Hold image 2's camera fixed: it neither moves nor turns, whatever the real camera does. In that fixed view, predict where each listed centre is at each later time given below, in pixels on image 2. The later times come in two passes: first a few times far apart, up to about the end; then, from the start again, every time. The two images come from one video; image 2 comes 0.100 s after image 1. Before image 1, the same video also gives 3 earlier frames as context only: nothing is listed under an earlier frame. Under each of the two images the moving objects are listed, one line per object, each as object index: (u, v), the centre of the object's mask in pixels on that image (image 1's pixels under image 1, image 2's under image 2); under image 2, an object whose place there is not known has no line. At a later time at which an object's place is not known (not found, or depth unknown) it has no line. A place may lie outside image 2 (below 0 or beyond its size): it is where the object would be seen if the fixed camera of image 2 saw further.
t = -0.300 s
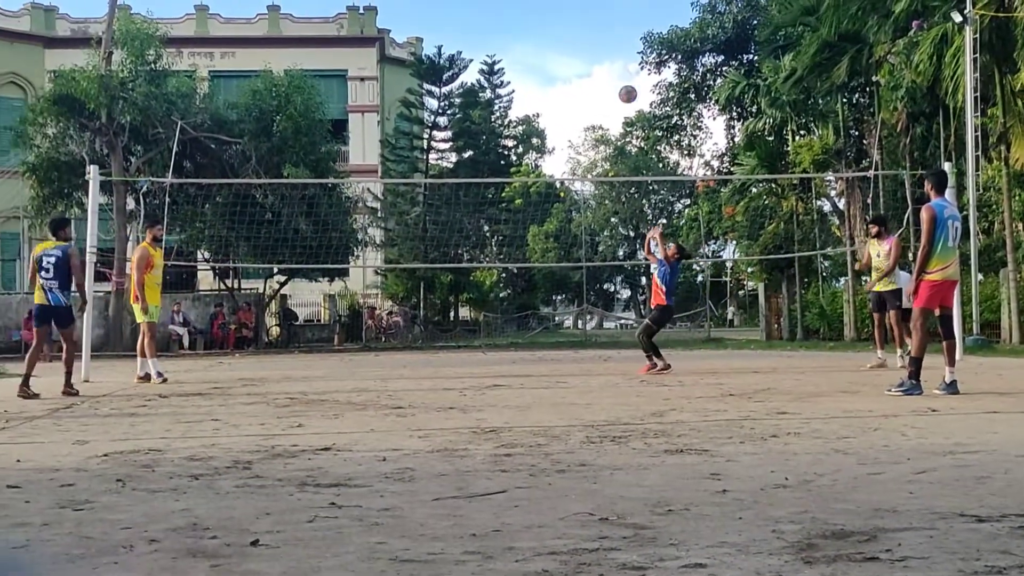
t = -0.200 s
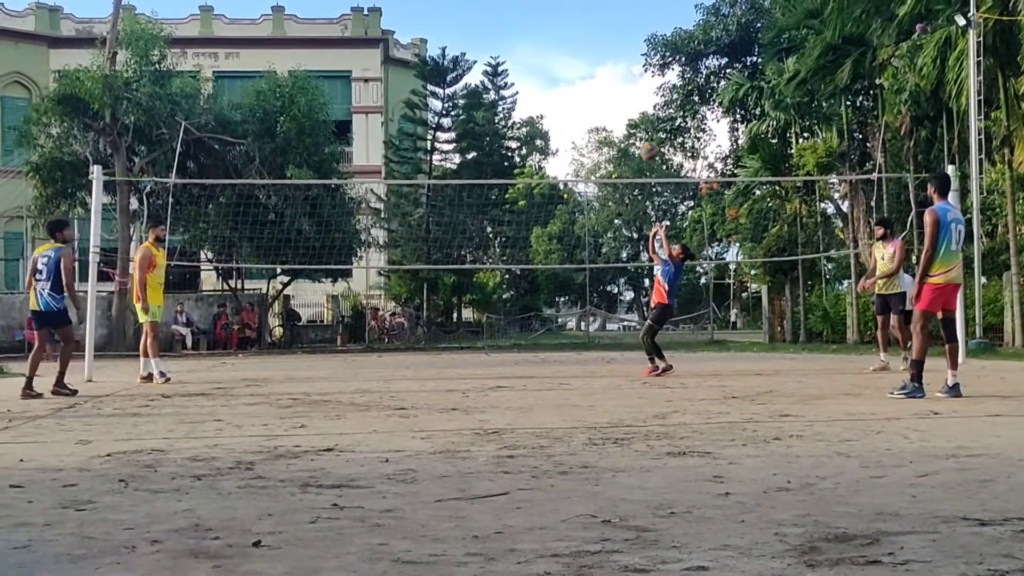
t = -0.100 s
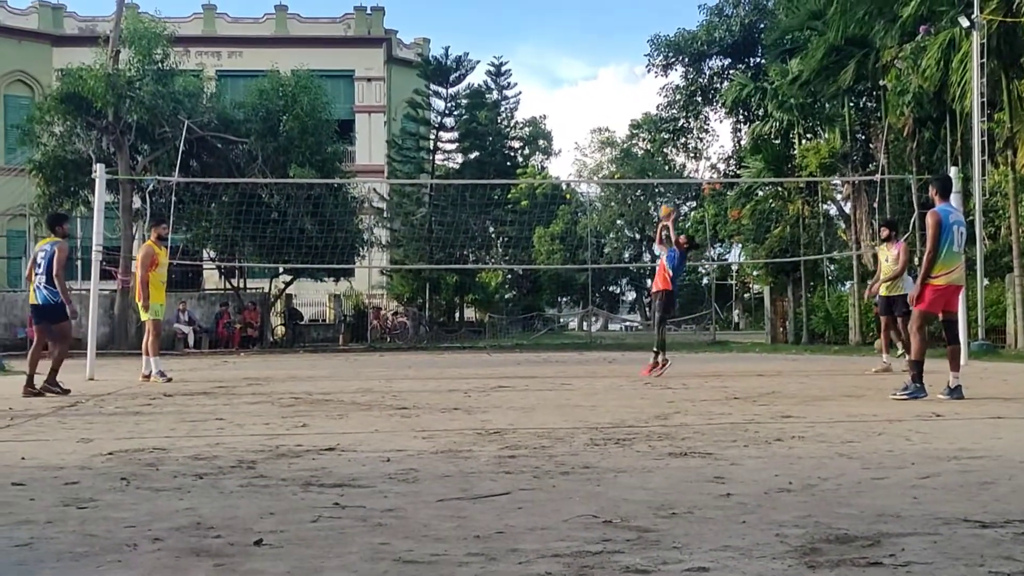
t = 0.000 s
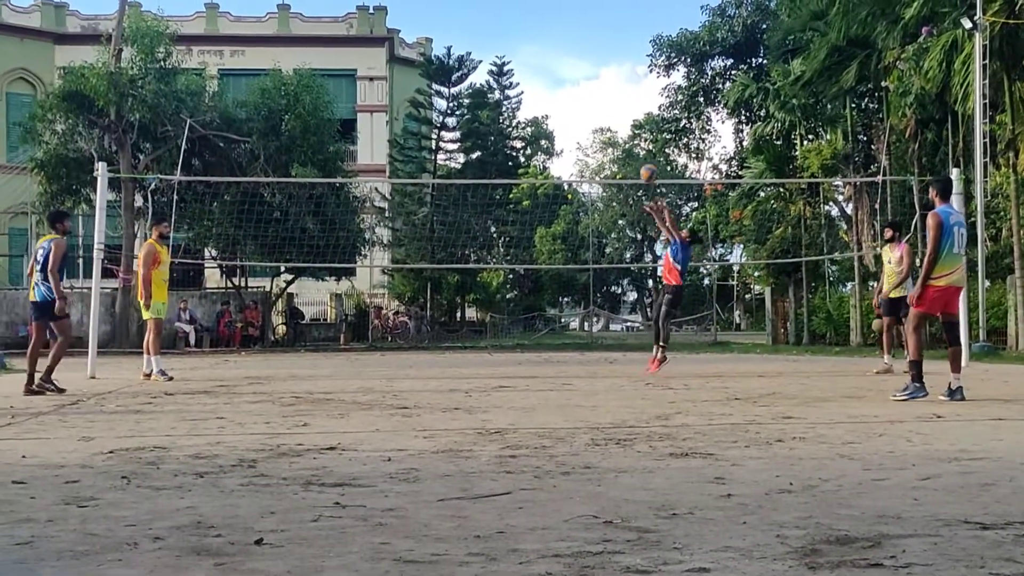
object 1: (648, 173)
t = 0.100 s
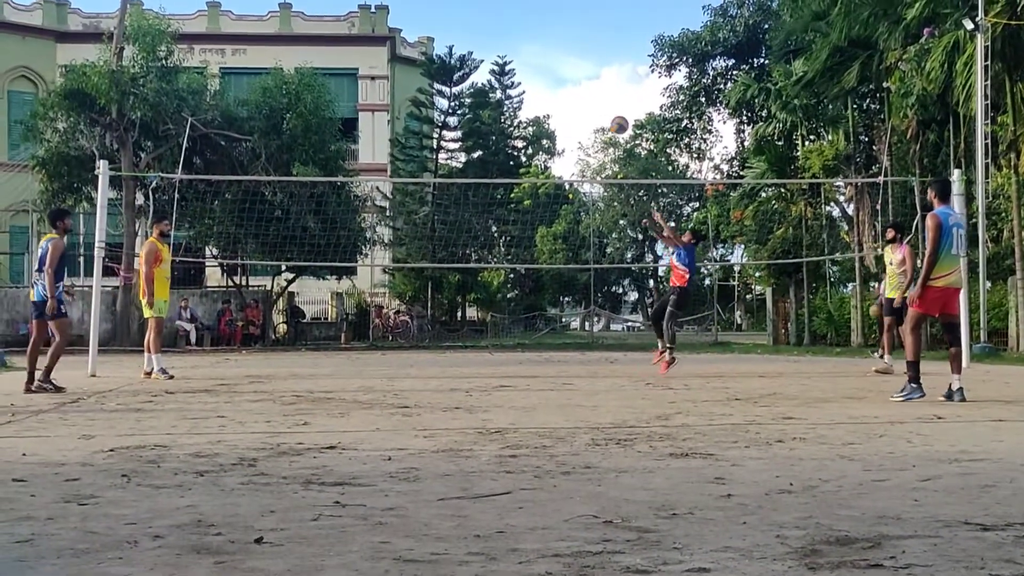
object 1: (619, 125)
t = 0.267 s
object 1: (568, 64)
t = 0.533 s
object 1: (488, 16)
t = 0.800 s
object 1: (409, 30)
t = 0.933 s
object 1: (371, 59)
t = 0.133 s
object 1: (609, 111)
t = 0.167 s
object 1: (599, 98)
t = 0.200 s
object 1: (588, 86)
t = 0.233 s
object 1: (578, 75)
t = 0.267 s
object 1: (568, 64)
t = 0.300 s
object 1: (558, 55)
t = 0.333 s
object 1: (547, 46)
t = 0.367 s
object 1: (538, 39)
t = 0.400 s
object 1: (528, 33)
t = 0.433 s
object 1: (518, 27)
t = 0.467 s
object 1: (508, 22)
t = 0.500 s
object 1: (498, 19)
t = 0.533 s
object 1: (488, 16)
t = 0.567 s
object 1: (478, 15)
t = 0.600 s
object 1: (468, 14)
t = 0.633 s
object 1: (459, 14)
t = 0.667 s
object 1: (449, 15)
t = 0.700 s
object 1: (439, 17)
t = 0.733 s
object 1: (429, 20)
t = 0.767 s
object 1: (420, 24)
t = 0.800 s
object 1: (409, 30)
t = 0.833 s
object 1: (400, 35)
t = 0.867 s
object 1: (391, 42)
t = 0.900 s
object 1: (381, 49)
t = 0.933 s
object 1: (371, 59)
